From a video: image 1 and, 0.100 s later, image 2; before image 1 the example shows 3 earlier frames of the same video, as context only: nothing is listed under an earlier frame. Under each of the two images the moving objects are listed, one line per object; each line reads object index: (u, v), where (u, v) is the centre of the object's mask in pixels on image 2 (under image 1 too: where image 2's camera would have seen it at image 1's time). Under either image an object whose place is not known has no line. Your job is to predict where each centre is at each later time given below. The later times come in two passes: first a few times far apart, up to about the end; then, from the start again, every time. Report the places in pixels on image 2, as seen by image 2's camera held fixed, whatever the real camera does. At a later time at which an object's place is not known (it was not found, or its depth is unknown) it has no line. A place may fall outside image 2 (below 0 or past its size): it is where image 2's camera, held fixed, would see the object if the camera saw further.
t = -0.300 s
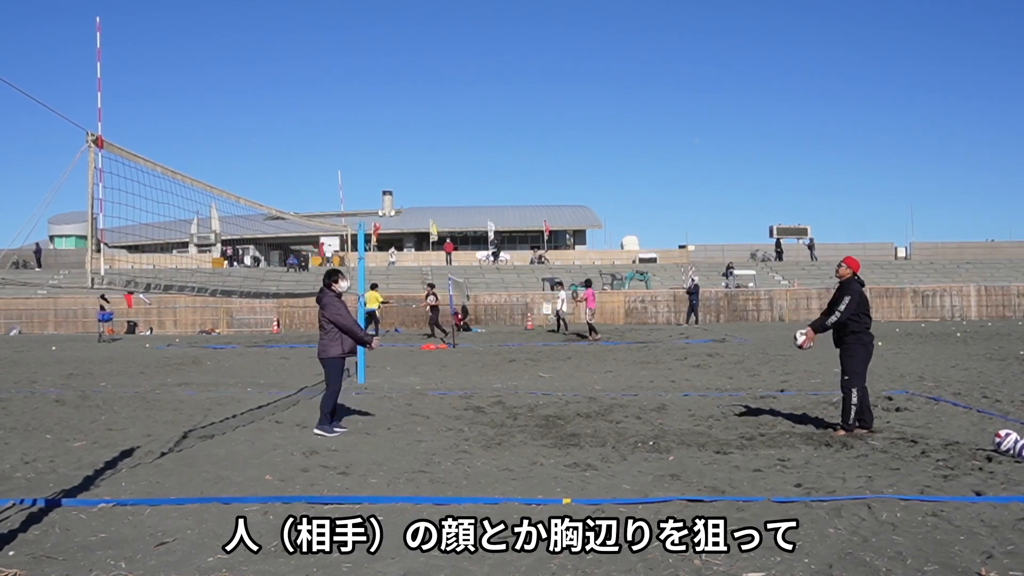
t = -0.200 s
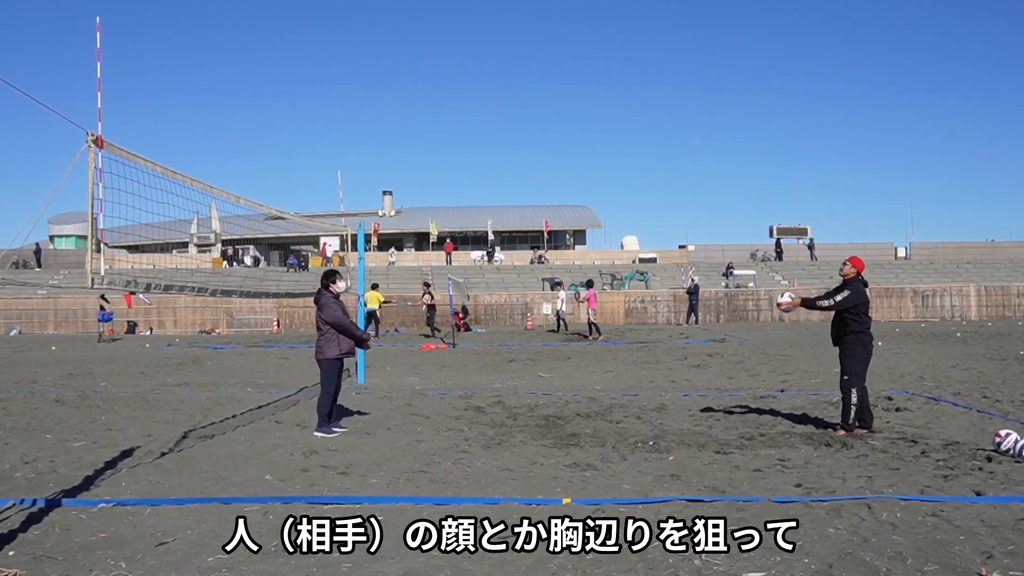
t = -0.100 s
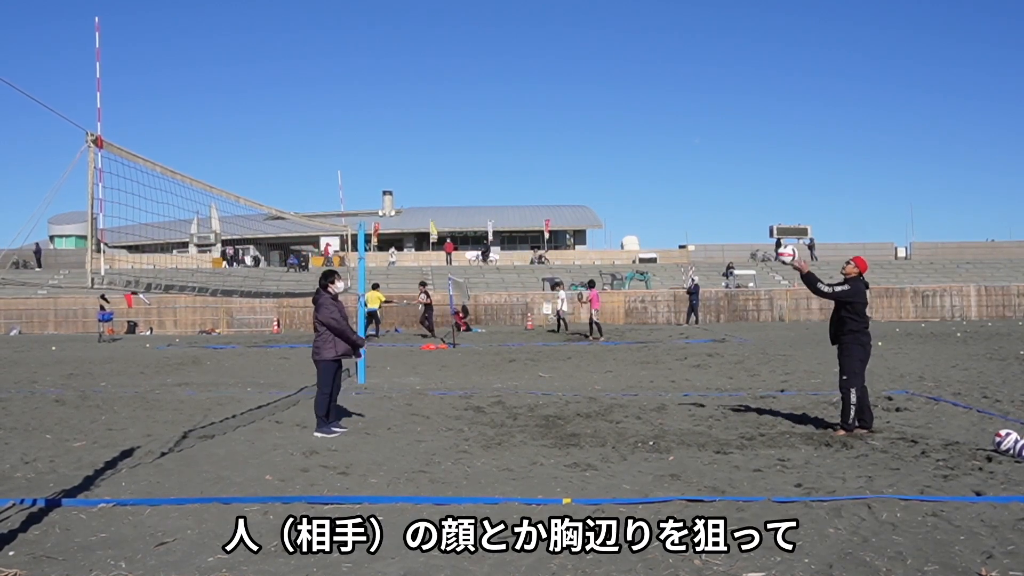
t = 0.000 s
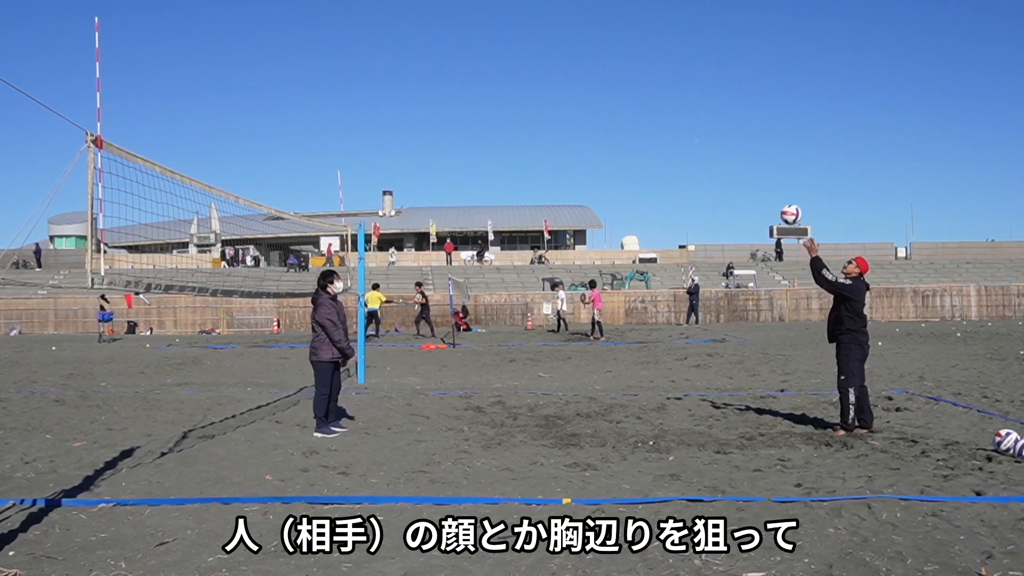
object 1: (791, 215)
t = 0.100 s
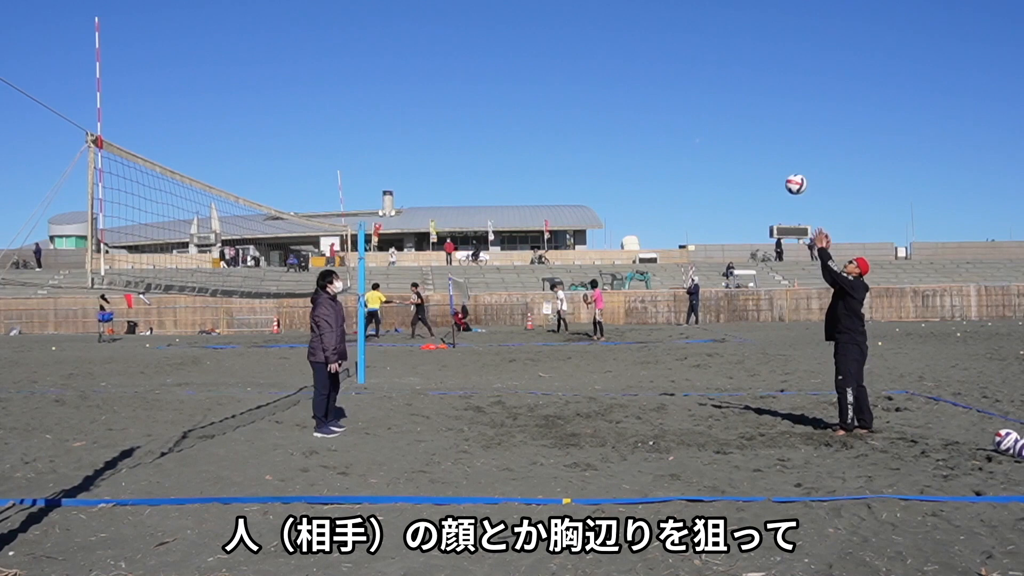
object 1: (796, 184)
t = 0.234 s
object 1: (802, 160)
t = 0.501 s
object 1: (817, 163)
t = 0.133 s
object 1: (797, 176)
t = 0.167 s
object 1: (799, 170)
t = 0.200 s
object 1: (801, 164)
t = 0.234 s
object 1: (802, 160)
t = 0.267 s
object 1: (804, 157)
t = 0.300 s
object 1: (806, 154)
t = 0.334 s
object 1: (807, 153)
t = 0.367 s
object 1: (809, 153)
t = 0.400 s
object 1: (811, 154)
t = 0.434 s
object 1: (813, 156)
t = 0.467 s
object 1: (815, 159)
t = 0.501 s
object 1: (817, 163)
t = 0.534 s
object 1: (818, 168)
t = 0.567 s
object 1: (820, 174)
